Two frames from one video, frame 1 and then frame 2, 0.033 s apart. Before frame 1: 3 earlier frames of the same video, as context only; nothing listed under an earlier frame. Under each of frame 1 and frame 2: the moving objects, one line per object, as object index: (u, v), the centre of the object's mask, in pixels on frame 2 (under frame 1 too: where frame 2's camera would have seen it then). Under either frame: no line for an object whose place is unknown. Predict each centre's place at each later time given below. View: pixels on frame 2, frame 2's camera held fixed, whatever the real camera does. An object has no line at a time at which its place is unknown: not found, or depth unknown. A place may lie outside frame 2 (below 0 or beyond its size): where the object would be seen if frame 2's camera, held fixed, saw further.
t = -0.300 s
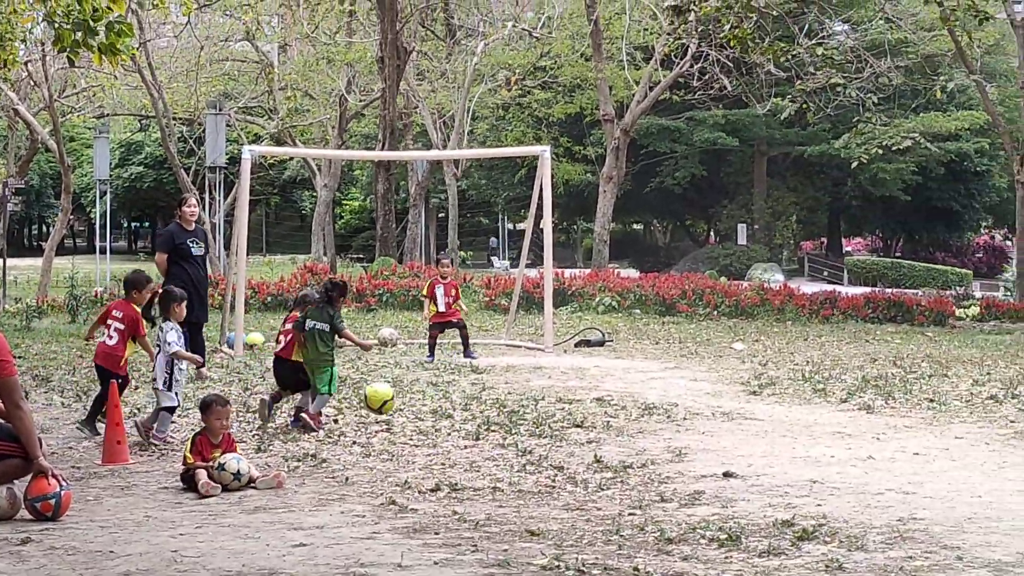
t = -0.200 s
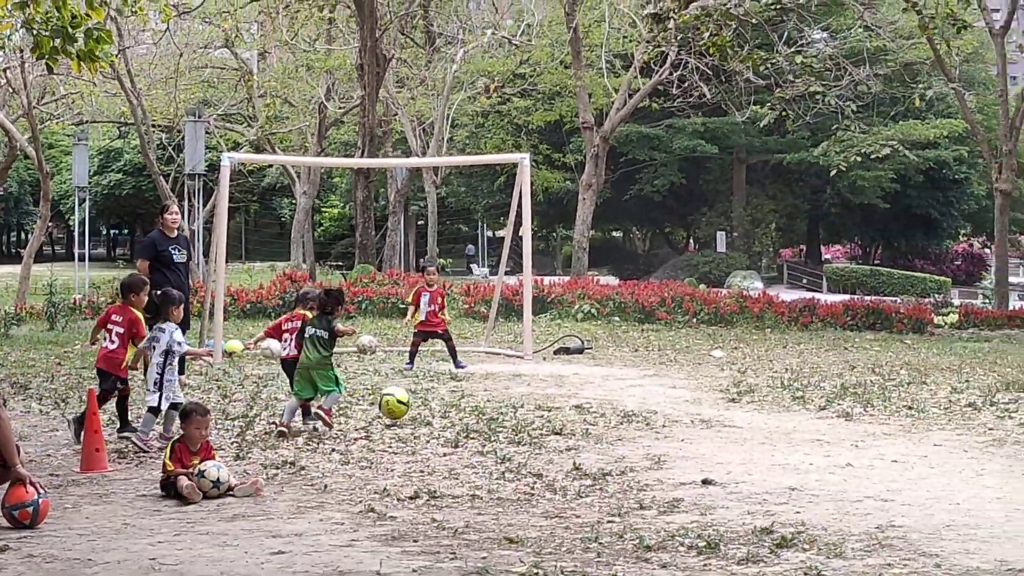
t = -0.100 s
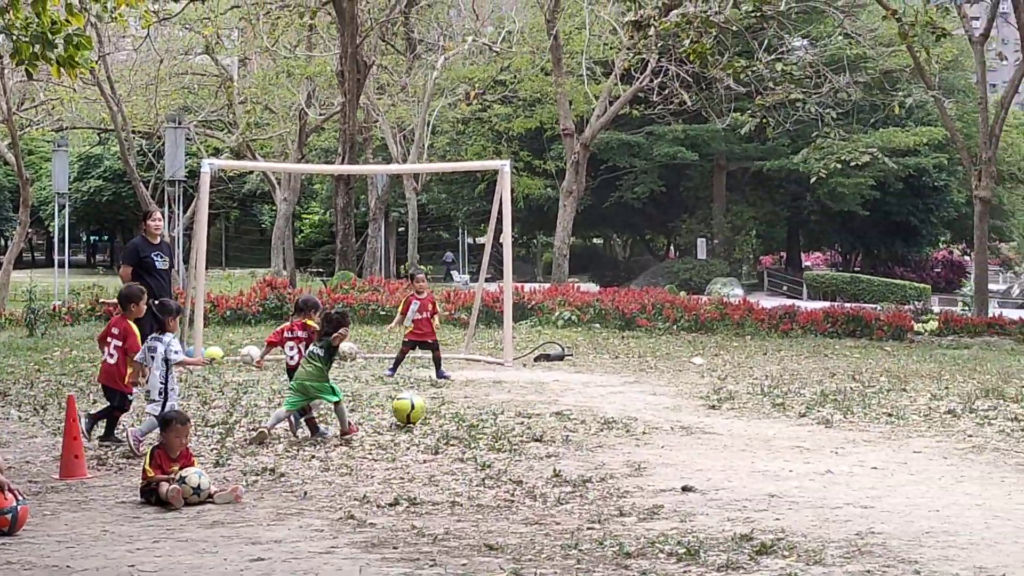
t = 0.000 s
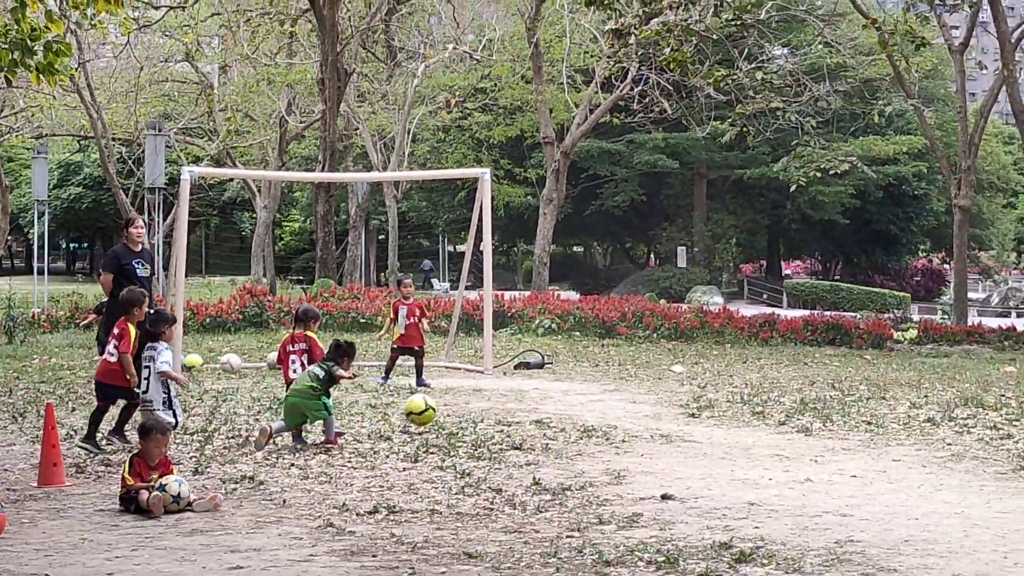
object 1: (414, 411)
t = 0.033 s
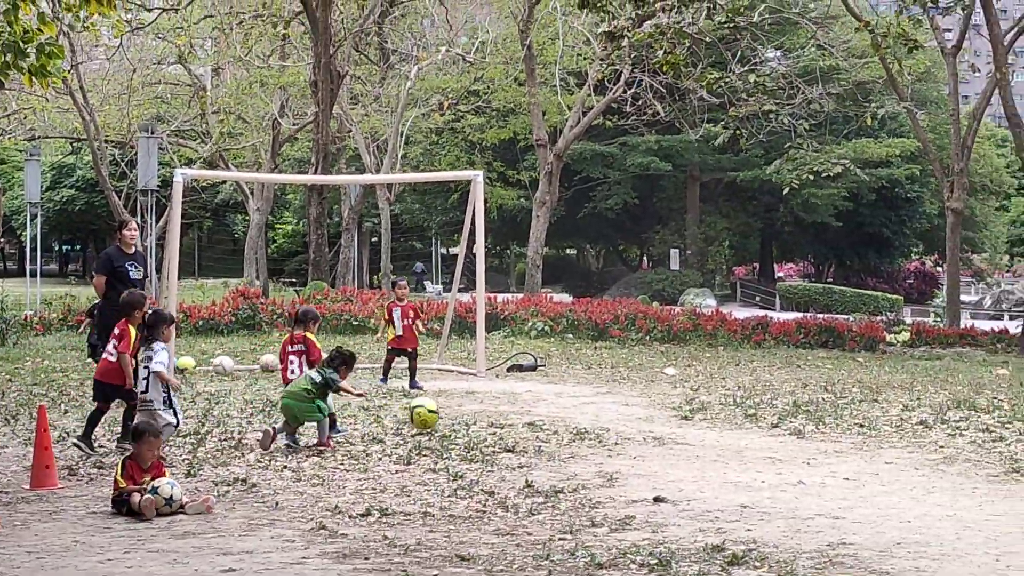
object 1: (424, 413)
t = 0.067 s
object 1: (433, 416)
